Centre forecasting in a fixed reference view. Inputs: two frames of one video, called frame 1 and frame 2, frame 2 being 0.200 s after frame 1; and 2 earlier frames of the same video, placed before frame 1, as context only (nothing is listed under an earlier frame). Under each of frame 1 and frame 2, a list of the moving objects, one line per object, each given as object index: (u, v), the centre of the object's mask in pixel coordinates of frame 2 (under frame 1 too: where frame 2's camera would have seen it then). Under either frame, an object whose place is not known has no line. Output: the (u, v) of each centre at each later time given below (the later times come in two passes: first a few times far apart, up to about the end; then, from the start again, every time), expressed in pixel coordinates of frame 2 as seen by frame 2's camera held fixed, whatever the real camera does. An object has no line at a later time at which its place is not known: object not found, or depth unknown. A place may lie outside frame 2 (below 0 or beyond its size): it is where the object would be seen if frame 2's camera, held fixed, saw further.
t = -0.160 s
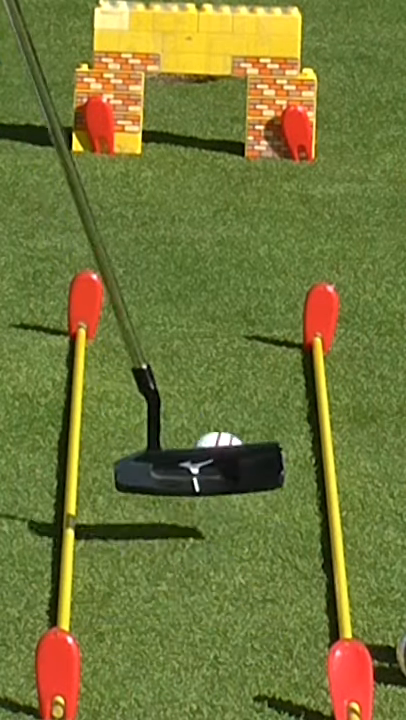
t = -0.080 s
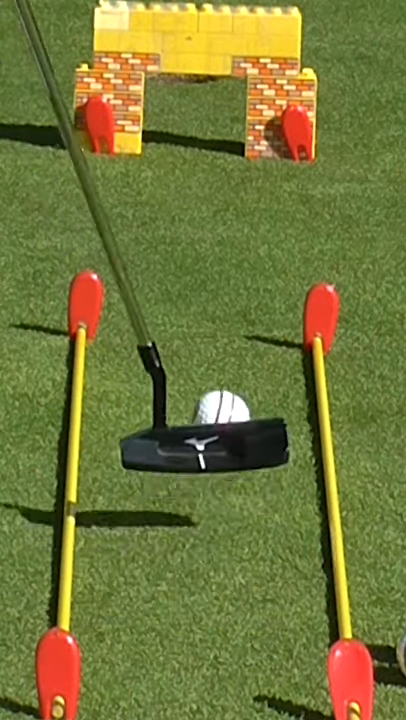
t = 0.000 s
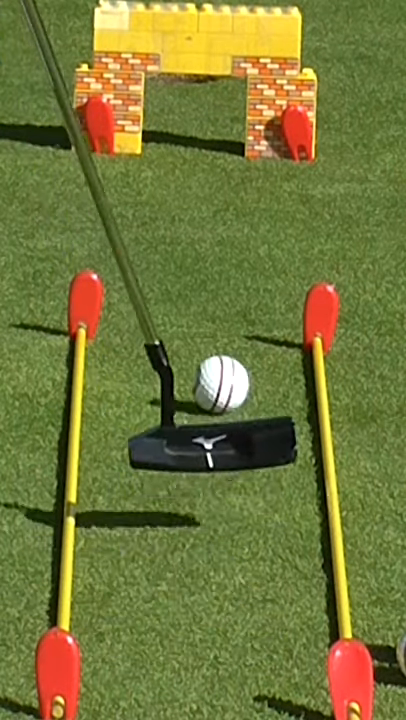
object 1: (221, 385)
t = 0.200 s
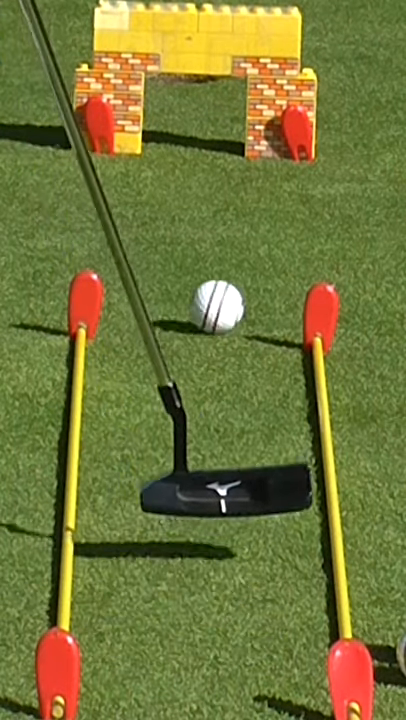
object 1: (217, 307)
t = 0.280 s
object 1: (215, 278)
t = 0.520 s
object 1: (213, 209)
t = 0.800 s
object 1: (210, 146)
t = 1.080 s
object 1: (198, 94)
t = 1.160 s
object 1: (194, 86)
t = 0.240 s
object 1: (217, 294)
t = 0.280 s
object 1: (215, 278)
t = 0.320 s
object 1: (215, 268)
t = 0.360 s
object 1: (215, 254)
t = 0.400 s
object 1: (214, 240)
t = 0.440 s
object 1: (214, 231)
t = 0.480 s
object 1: (213, 222)
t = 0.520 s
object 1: (213, 209)
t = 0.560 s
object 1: (214, 200)
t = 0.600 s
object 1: (214, 190)
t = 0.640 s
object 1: (213, 181)
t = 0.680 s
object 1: (213, 172)
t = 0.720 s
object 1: (212, 163)
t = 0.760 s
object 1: (211, 154)
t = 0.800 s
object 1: (210, 146)
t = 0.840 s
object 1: (210, 137)
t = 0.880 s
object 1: (208, 130)
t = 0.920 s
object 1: (207, 121)
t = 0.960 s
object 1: (205, 115)
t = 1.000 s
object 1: (203, 107)
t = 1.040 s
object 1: (201, 99)
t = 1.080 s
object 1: (198, 94)
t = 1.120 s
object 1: (195, 90)
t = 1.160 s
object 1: (194, 86)
